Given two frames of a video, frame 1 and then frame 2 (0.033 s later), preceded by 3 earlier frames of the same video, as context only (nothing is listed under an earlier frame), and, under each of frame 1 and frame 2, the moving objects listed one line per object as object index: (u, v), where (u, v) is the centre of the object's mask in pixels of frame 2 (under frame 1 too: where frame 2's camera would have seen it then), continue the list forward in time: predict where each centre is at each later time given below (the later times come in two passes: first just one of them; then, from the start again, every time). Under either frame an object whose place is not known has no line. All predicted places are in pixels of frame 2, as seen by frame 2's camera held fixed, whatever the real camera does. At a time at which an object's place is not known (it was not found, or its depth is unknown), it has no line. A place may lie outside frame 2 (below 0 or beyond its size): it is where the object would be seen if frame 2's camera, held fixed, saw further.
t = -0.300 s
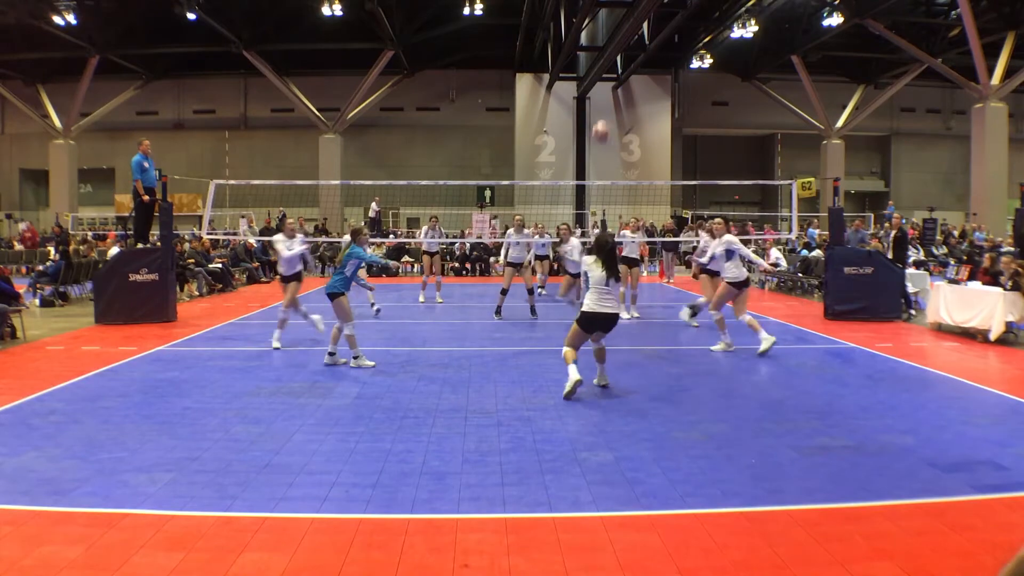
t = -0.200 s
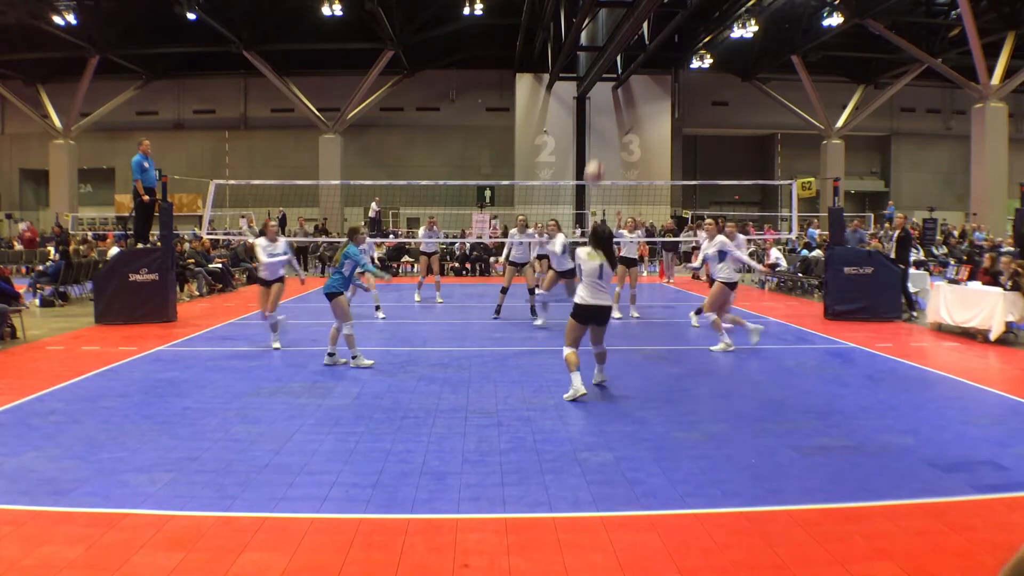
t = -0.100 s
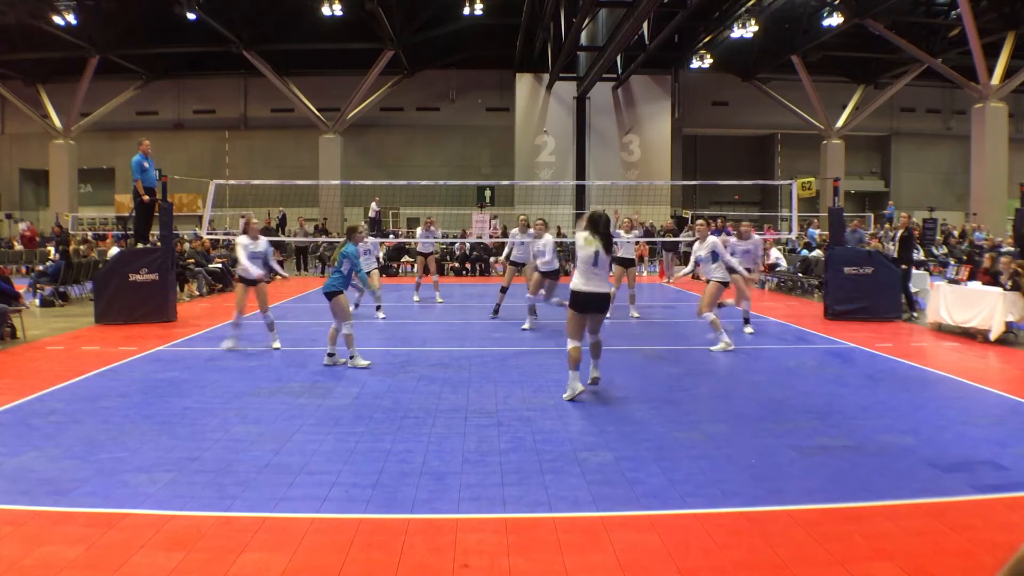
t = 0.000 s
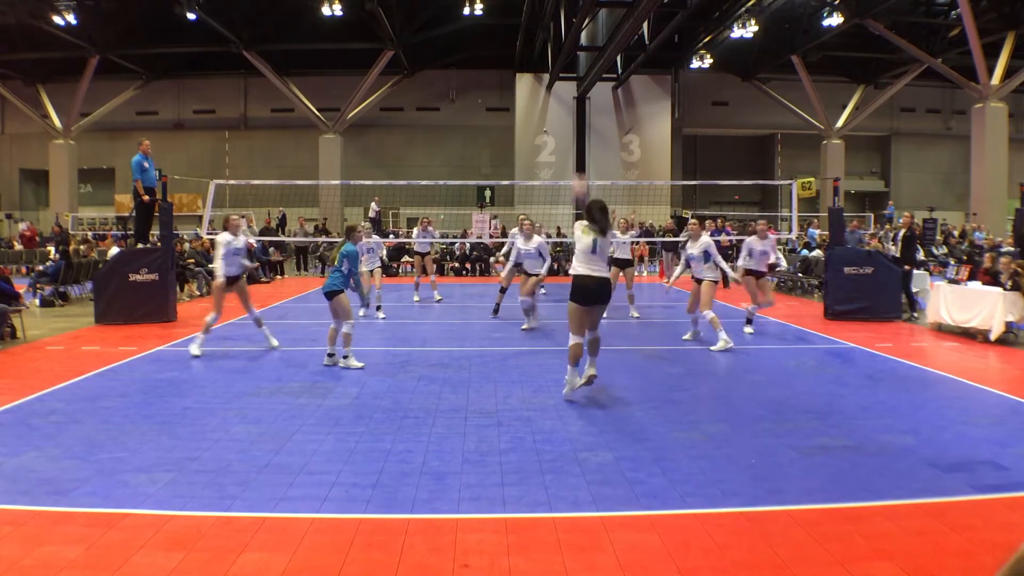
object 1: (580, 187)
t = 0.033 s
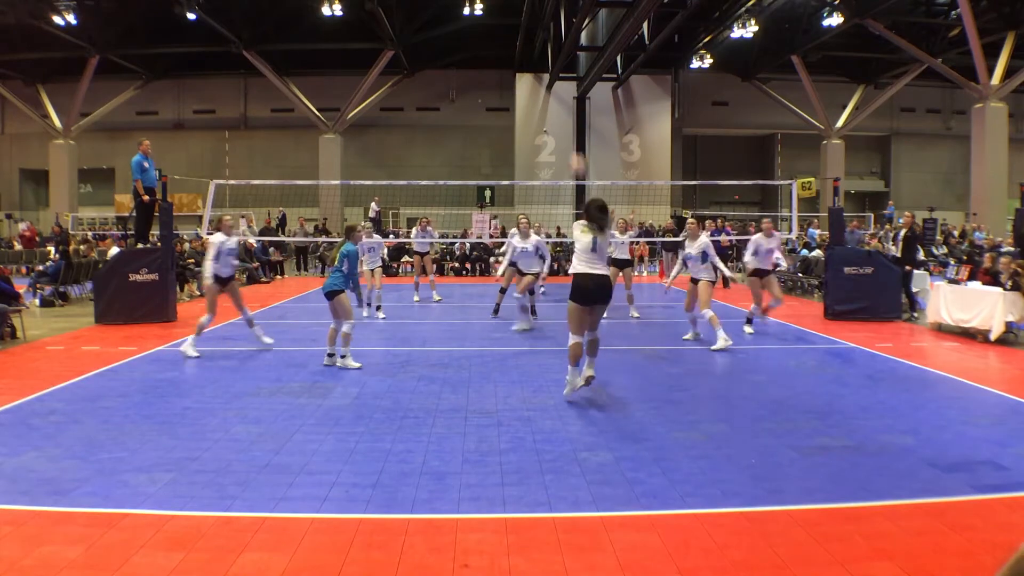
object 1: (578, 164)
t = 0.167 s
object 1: (571, 97)
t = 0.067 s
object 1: (576, 145)
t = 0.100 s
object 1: (574, 126)
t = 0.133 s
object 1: (573, 111)
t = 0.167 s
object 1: (571, 97)
